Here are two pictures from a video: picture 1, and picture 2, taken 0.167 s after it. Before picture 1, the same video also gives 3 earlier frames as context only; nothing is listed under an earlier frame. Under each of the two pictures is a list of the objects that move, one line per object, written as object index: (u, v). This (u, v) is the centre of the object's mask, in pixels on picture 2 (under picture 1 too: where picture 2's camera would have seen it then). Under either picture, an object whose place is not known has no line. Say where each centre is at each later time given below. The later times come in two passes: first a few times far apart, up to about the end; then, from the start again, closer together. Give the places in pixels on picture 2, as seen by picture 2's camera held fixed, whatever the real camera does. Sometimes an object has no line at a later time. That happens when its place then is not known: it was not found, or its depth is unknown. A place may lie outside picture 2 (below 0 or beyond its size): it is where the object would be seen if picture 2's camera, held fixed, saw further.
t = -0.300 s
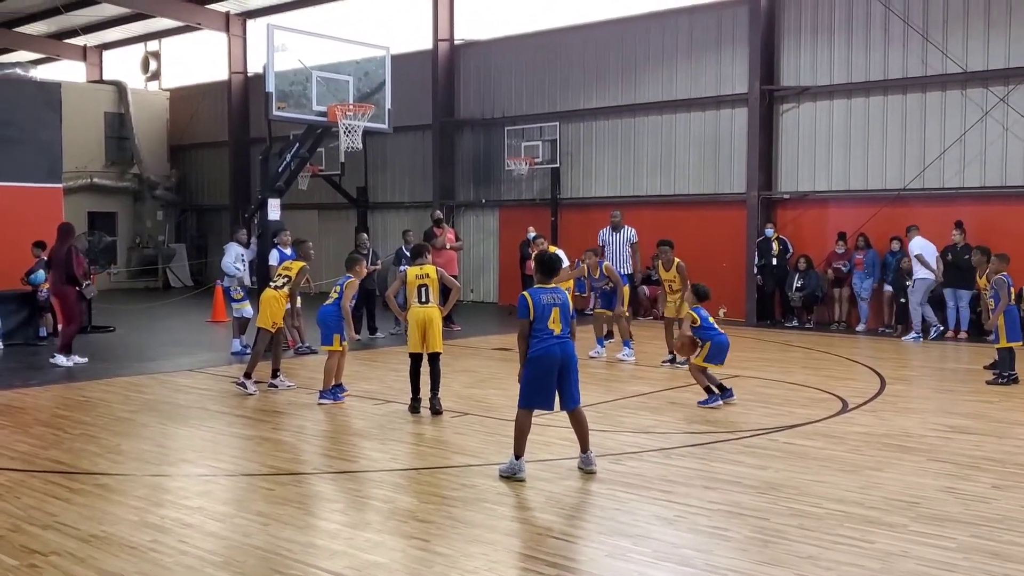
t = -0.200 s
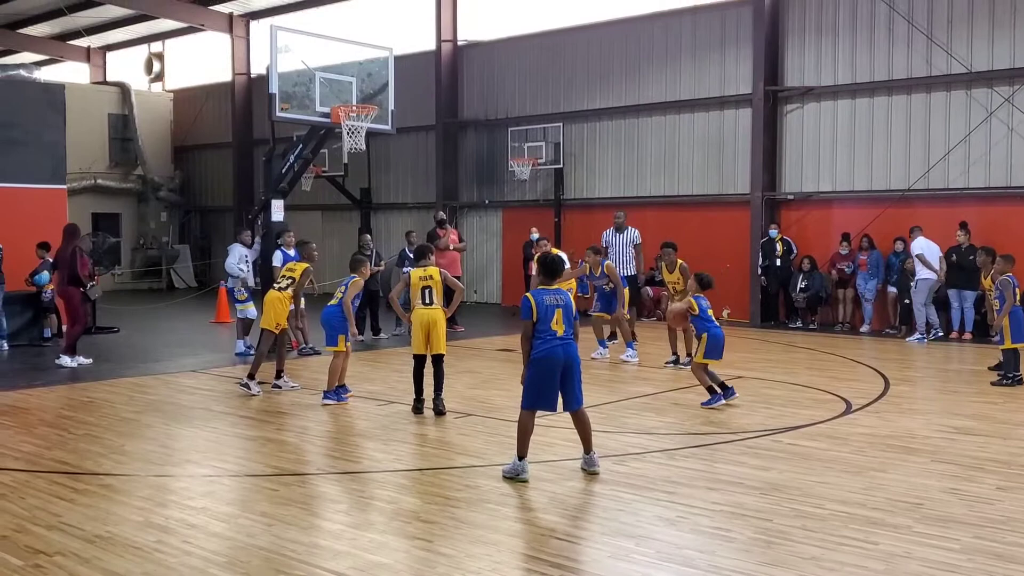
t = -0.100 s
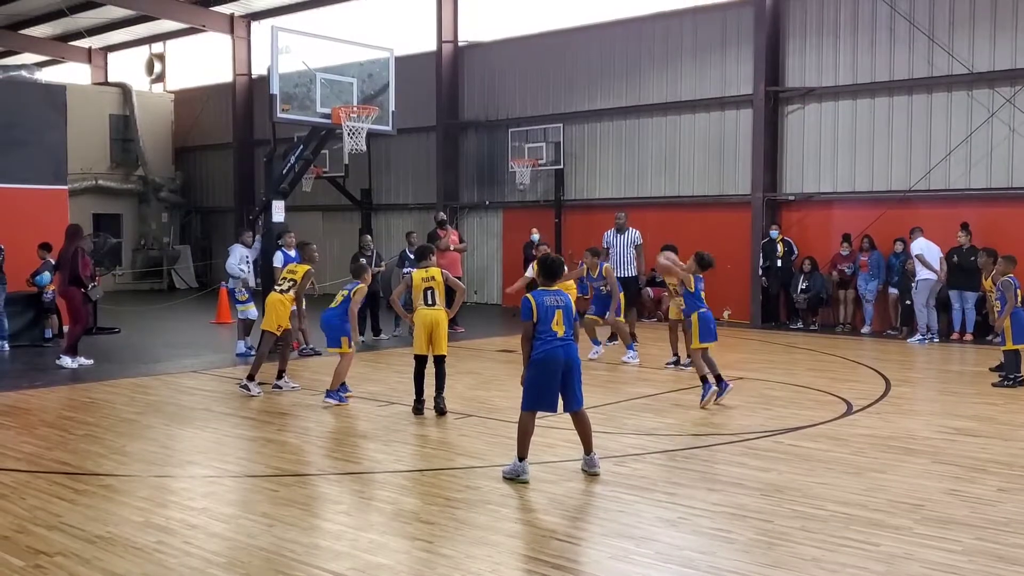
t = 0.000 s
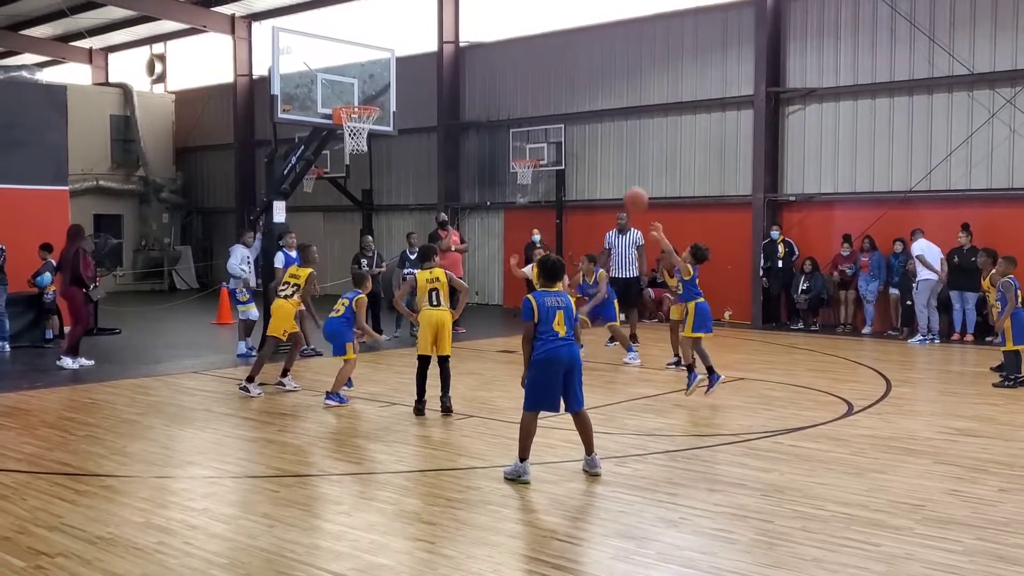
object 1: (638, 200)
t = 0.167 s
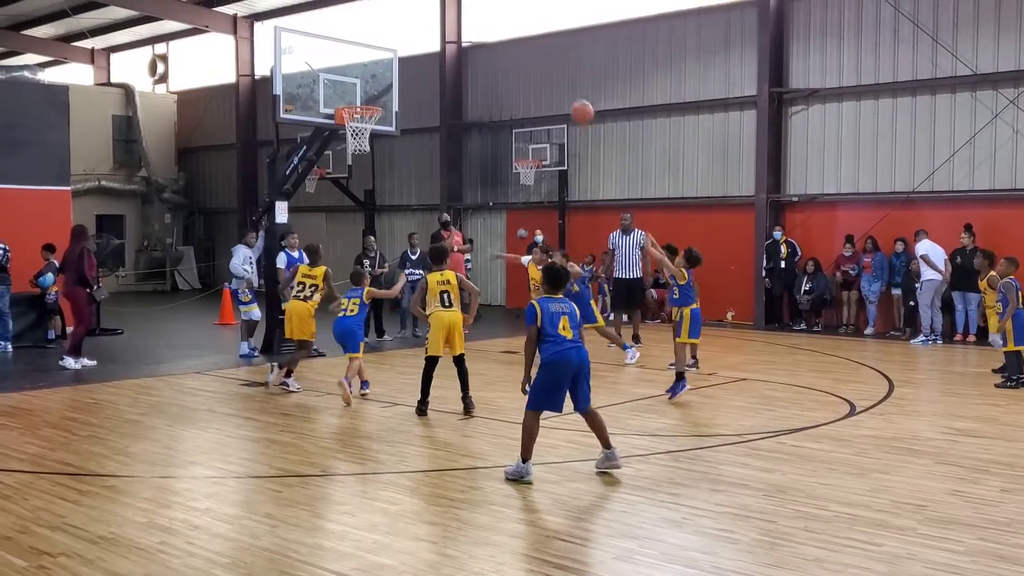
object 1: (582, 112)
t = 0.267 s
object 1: (550, 77)
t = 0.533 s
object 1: (474, 34)
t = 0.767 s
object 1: (418, 51)
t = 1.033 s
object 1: (359, 101)
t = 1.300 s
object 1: (330, 73)
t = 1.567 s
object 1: (305, 98)
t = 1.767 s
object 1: (288, 160)
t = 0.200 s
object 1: (572, 99)
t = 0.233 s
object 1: (560, 88)
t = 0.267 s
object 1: (550, 77)
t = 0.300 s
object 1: (540, 67)
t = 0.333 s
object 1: (530, 58)
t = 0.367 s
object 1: (521, 52)
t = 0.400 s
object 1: (511, 47)
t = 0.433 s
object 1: (502, 42)
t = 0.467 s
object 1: (493, 39)
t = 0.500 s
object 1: (483, 36)
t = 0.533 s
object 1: (474, 34)
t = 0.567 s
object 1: (466, 33)
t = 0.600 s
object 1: (457, 33)
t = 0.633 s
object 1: (451, 36)
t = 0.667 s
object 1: (442, 38)
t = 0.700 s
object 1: (434, 41)
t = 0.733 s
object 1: (426, 46)
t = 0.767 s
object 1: (418, 51)
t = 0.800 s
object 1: (411, 56)
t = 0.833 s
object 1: (404, 63)
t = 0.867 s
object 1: (396, 71)
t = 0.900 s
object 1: (388, 80)
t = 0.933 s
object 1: (382, 88)
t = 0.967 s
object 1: (376, 98)
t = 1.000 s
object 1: (369, 102)
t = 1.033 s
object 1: (359, 101)
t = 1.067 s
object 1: (350, 102)
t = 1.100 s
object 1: (346, 97)
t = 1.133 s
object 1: (344, 91)
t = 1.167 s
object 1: (341, 85)
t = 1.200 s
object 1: (338, 81)
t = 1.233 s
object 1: (336, 78)
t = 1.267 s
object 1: (333, 75)
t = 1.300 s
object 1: (330, 73)
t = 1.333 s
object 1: (328, 72)
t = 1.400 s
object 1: (319, 74)
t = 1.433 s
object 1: (316, 77)
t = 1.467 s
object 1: (313, 81)
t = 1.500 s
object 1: (310, 86)
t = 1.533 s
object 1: (308, 91)
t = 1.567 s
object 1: (305, 98)
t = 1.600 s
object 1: (302, 105)
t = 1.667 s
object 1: (296, 124)
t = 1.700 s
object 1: (293, 136)
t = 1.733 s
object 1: (291, 147)
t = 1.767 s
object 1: (288, 160)
